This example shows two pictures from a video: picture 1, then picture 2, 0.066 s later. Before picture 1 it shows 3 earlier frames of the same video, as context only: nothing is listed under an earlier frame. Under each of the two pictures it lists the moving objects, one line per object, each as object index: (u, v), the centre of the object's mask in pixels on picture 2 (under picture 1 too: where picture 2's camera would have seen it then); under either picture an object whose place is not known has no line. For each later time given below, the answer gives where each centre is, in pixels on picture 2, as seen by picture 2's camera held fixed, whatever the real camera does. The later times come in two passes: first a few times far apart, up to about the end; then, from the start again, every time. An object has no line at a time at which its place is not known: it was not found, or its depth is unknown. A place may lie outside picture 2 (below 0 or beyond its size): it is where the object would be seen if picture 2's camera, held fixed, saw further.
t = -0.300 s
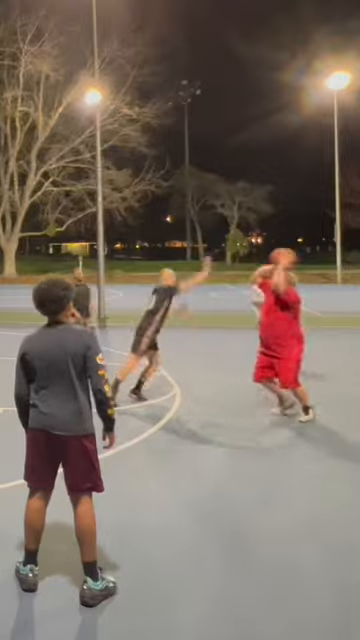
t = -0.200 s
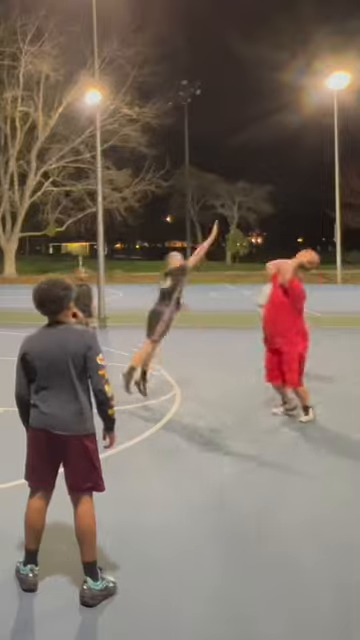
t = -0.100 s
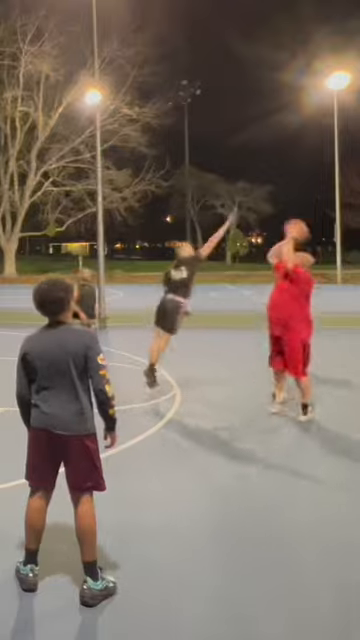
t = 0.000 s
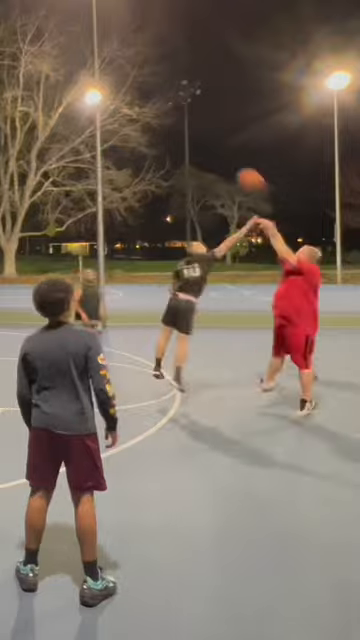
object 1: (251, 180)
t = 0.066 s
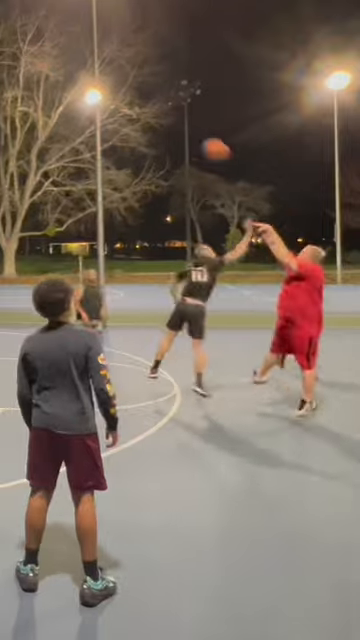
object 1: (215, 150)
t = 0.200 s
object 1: (153, 102)
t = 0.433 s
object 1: (53, 58)
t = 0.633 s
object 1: (-21, 50)
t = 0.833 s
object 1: (-91, 65)
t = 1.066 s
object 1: (-165, 117)
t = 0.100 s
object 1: (199, 136)
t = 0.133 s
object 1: (182, 124)
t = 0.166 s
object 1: (167, 113)
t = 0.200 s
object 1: (153, 102)
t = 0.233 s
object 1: (137, 93)
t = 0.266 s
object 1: (124, 86)
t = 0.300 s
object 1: (109, 78)
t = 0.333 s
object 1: (93, 72)
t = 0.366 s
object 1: (80, 67)
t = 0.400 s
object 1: (68, 62)
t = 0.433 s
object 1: (53, 58)
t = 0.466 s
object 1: (41, 55)
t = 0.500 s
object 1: (28, 52)
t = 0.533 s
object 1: (13, 51)
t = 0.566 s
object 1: (2, 51)
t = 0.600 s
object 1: (-8, 49)
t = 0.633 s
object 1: (-21, 50)
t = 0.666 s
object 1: (-35, 49)
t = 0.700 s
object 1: (-45, 52)
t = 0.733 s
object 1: (-58, 54)
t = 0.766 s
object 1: (-68, 57)
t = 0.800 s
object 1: (-80, 61)
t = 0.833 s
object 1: (-91, 65)
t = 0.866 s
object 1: (-102, 70)
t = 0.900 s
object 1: (-113, 76)
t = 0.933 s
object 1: (-123, 82)
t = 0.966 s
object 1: (-133, 90)
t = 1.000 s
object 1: (-144, 98)
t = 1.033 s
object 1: (-155, 107)
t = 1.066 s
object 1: (-165, 117)
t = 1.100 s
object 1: (-175, 126)
